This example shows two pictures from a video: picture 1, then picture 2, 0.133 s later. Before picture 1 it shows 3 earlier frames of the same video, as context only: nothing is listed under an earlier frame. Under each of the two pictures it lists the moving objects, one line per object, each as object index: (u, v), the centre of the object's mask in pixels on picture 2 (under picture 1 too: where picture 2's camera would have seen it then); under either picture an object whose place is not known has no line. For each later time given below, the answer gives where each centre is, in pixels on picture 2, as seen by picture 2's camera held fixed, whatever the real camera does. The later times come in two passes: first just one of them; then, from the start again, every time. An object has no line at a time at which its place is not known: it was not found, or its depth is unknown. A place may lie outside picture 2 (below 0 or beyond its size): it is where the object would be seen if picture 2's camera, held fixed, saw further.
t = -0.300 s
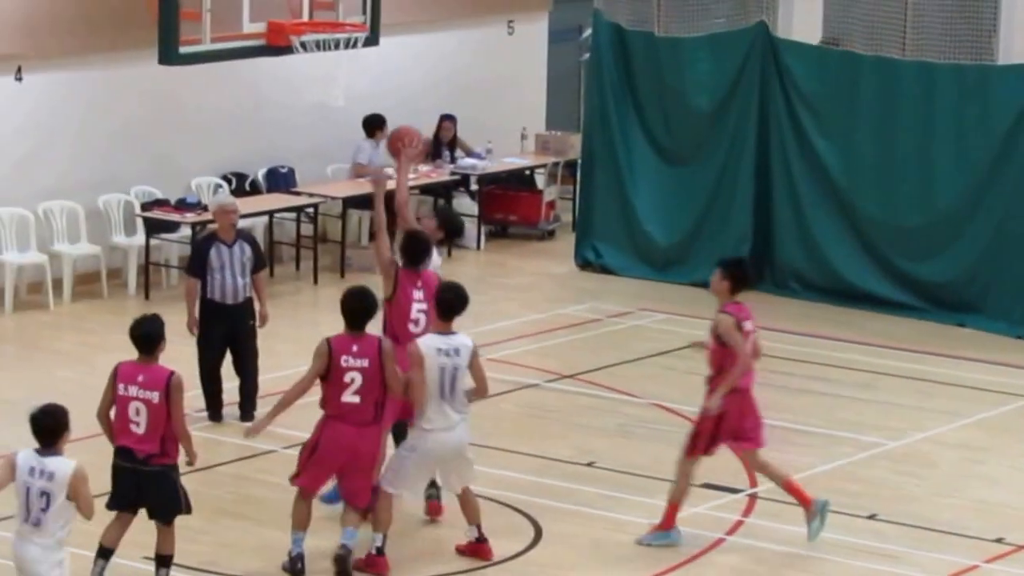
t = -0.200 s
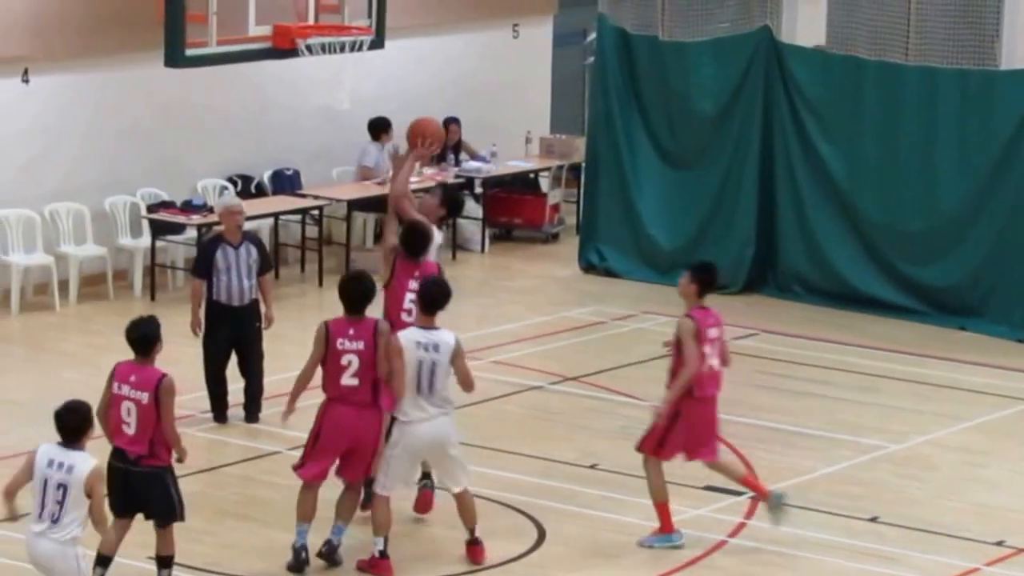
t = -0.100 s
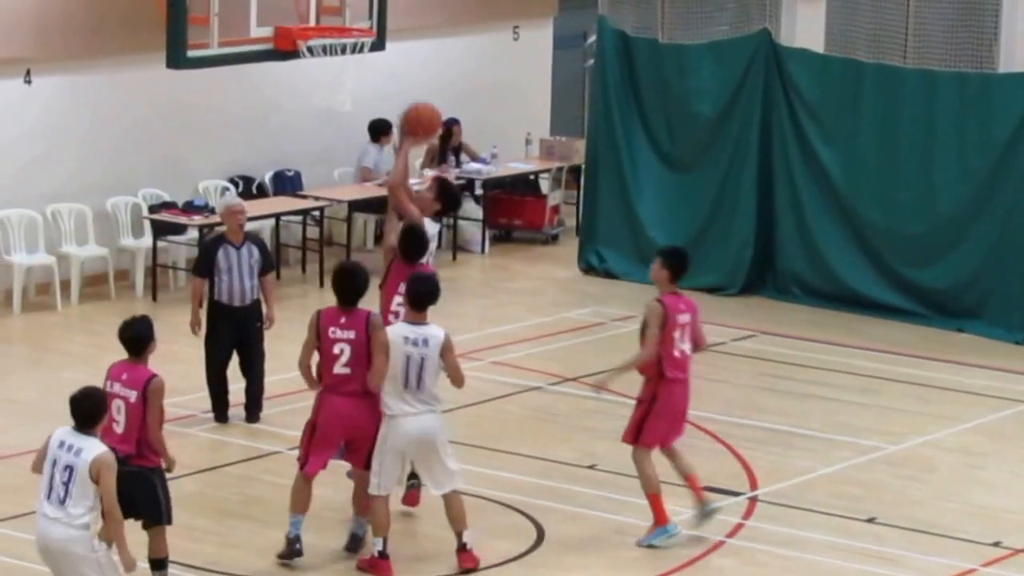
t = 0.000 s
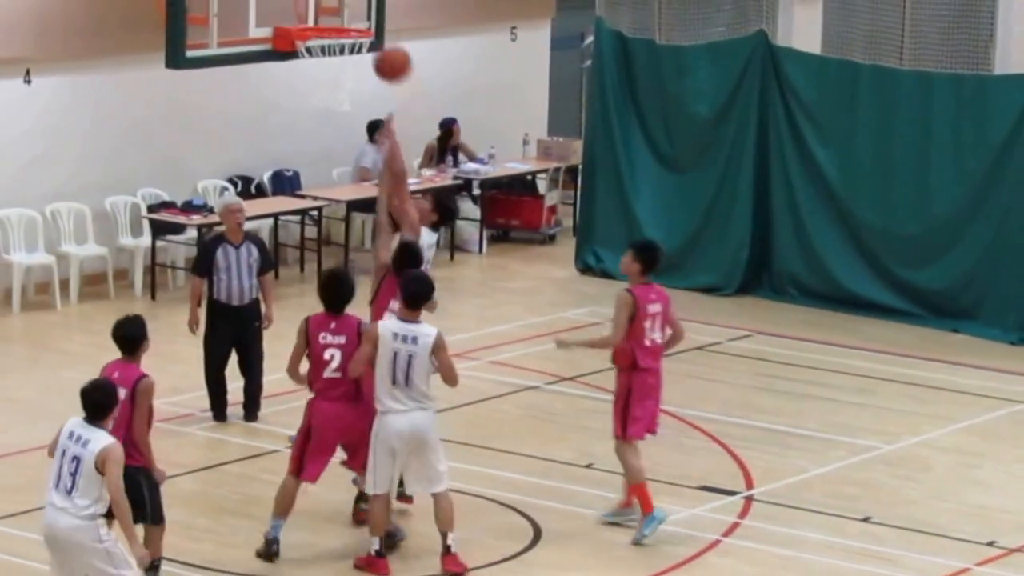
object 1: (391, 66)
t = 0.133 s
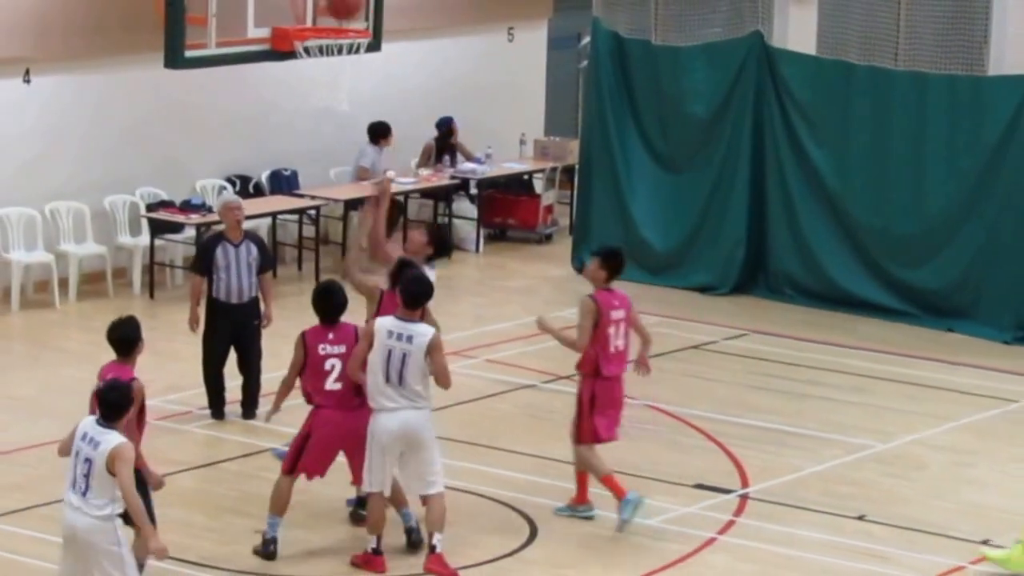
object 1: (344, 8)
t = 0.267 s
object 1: (347, 6)
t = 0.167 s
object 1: (343, 7)
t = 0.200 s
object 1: (344, 6)
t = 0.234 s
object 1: (346, 6)
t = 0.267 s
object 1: (347, 6)
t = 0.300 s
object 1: (350, 8)
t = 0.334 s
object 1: (351, 10)
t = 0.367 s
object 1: (352, 13)
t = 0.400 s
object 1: (354, 17)
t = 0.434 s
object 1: (352, 20)
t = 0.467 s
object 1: (348, 22)
